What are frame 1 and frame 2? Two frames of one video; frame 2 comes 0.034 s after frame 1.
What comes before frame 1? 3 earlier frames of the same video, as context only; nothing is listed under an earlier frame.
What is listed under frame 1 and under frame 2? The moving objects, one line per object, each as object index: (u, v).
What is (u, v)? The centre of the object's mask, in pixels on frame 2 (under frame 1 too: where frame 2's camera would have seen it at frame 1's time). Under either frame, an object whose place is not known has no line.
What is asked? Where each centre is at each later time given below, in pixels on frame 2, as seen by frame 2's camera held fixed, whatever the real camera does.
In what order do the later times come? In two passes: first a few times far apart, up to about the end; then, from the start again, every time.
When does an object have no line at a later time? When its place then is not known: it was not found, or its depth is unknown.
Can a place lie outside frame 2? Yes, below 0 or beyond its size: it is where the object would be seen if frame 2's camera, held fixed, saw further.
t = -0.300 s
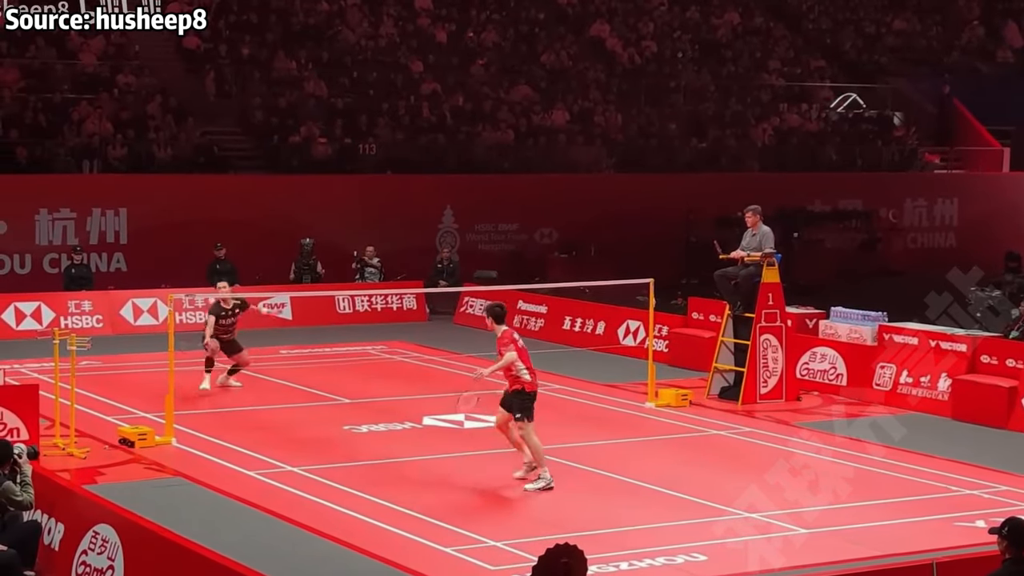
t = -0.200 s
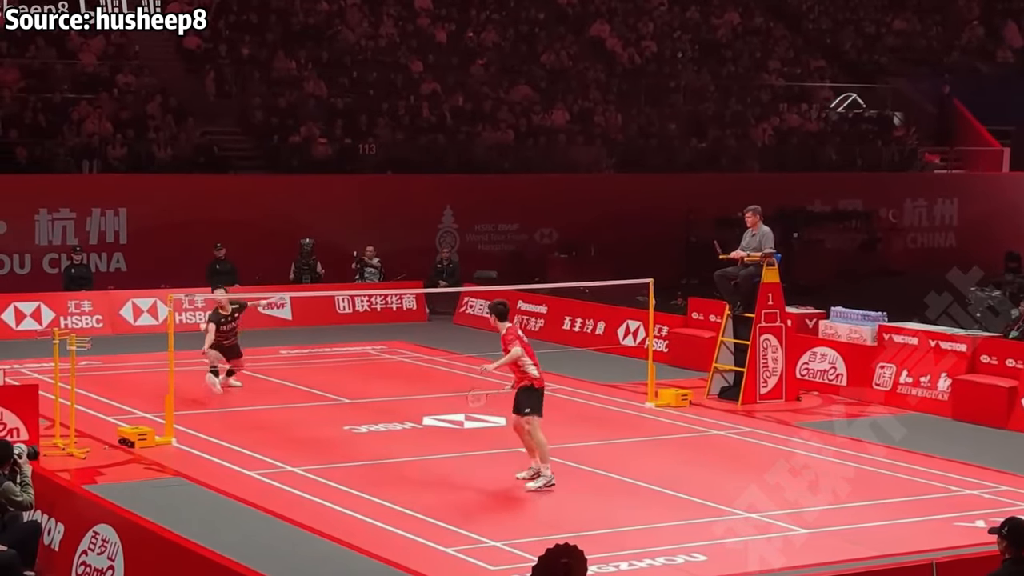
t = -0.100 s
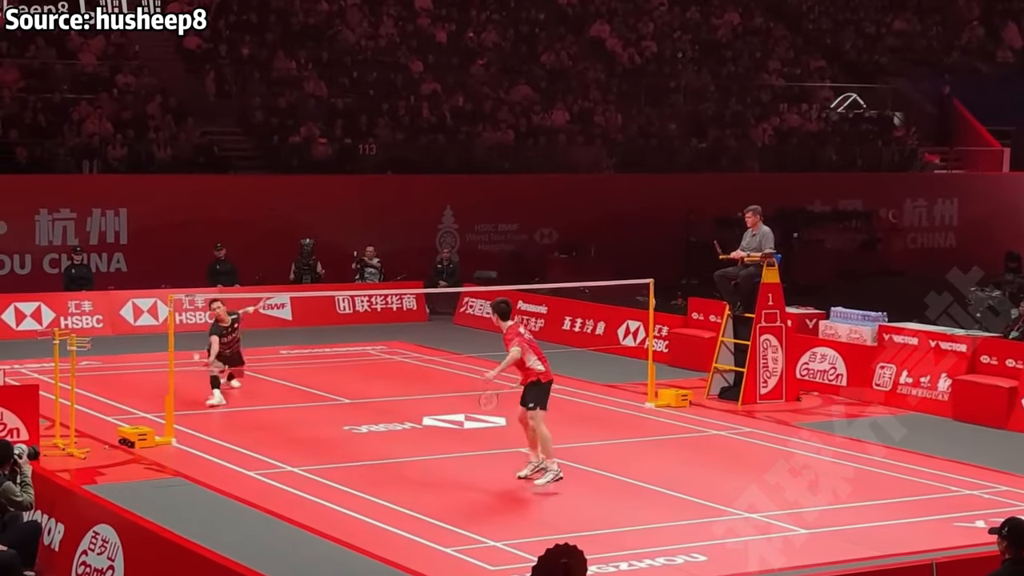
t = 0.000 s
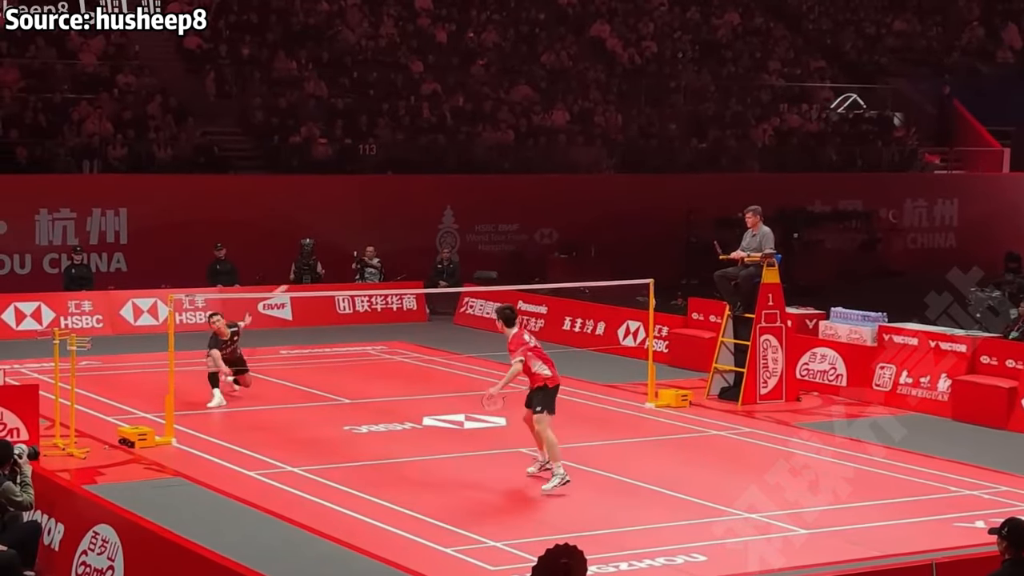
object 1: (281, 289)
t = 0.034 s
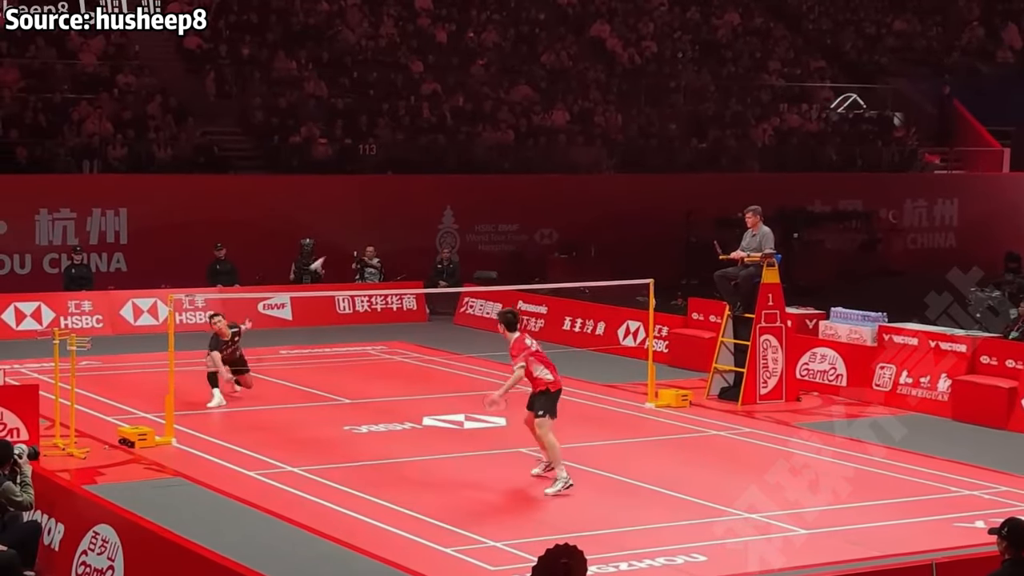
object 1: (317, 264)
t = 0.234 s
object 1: (475, 153)
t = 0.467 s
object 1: (602, 106)
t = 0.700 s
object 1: (699, 115)
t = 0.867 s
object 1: (756, 152)
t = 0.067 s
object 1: (349, 238)
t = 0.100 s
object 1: (378, 216)
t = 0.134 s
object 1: (405, 197)
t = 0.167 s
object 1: (430, 181)
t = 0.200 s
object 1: (454, 166)
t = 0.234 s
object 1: (475, 153)
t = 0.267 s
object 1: (496, 143)
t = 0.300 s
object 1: (515, 133)
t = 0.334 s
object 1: (534, 125)
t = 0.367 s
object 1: (552, 118)
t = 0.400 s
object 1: (570, 113)
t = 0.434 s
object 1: (586, 109)
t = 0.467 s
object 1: (602, 106)
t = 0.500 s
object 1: (617, 104)
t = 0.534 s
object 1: (632, 103)
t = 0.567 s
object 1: (646, 103)
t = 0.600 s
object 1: (660, 105)
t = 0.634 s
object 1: (673, 107)
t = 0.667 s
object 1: (686, 111)
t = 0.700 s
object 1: (699, 115)
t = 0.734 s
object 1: (711, 121)
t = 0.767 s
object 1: (723, 127)
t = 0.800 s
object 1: (734, 134)
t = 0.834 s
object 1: (745, 143)
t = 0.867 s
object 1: (756, 152)
